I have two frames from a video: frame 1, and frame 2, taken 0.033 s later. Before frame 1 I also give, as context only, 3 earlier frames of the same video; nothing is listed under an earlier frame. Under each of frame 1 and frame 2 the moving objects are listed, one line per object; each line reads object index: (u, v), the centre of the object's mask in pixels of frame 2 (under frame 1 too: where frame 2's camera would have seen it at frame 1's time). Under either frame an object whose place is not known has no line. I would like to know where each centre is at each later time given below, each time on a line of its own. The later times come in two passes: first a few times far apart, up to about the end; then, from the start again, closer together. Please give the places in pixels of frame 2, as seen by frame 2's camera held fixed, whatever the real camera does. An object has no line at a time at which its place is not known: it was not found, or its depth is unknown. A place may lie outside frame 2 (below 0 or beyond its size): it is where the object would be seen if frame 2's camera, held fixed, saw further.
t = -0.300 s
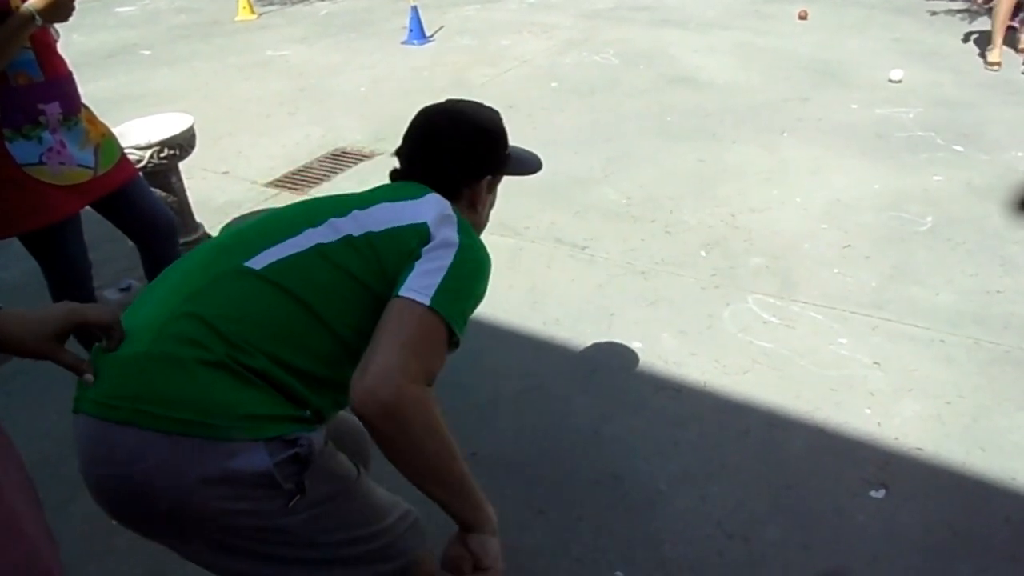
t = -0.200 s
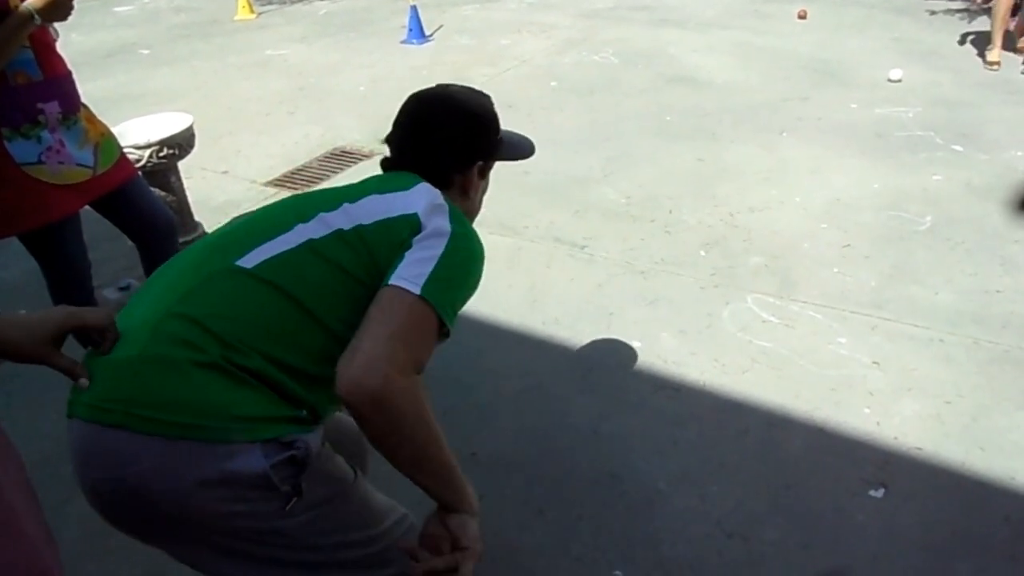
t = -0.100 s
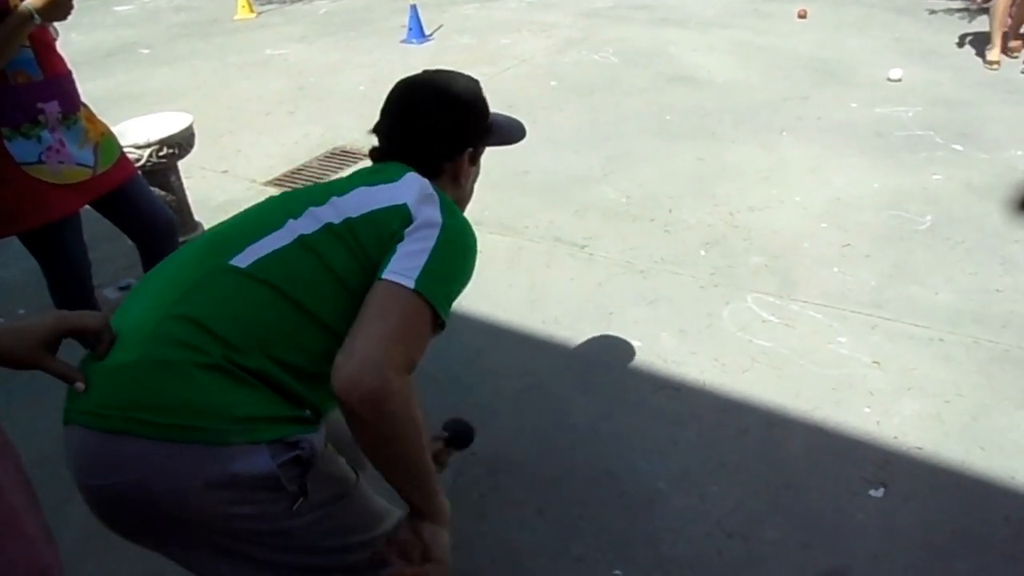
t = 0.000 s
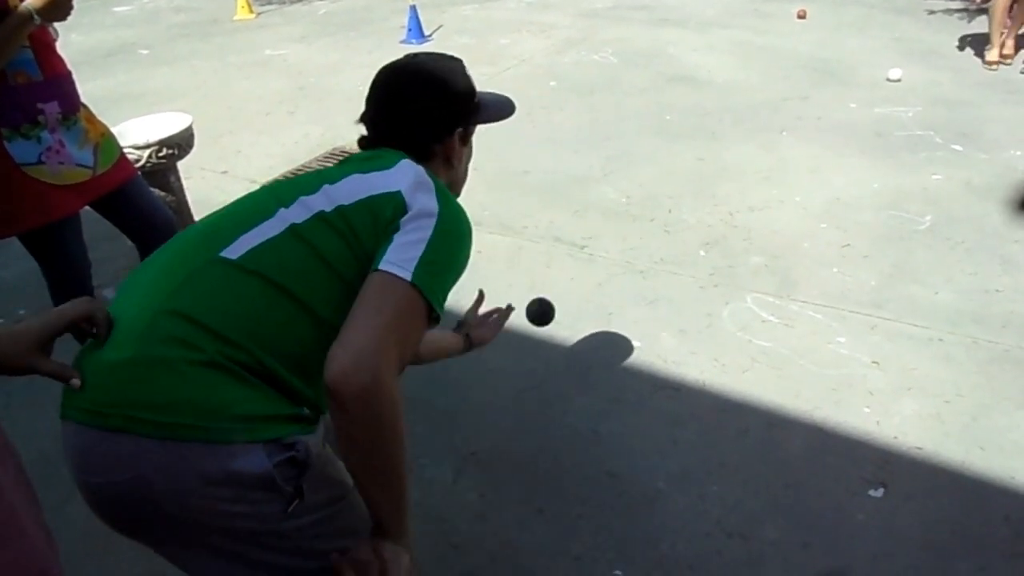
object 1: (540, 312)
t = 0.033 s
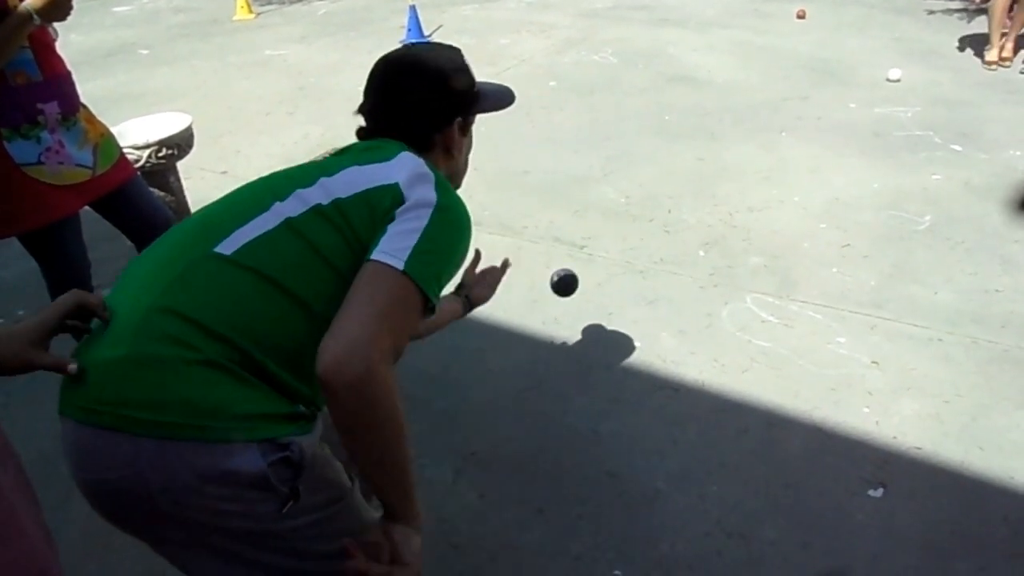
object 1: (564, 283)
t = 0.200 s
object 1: (659, 209)
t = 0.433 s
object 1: (731, 183)
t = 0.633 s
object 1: (765, 155)
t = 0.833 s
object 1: (789, 131)
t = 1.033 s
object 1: (808, 111)
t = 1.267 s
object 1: (825, 93)
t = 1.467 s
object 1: (836, 80)
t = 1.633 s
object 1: (842, 71)
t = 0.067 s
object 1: (587, 259)
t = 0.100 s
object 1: (608, 240)
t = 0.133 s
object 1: (627, 225)
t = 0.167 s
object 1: (643, 215)
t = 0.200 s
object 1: (659, 209)
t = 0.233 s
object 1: (673, 205)
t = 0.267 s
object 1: (687, 204)
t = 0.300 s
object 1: (698, 207)
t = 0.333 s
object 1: (709, 213)
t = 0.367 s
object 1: (717, 204)
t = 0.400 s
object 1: (725, 193)
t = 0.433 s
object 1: (731, 183)
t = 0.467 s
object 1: (738, 177)
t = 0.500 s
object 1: (743, 173)
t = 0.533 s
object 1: (749, 172)
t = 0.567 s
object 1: (754, 167)
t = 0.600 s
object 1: (760, 160)
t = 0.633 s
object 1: (765, 155)
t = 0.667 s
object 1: (769, 152)
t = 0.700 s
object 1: (773, 147)
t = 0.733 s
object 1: (778, 142)
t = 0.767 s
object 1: (781, 138)
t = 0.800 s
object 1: (786, 135)
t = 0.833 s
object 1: (789, 131)
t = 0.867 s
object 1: (793, 128)
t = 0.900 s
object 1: (796, 124)
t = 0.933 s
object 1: (799, 121)
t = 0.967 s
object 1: (802, 117)
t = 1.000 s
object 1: (805, 114)
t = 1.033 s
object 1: (808, 111)
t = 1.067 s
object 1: (811, 108)
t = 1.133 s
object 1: (816, 102)
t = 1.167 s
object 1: (818, 100)
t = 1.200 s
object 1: (821, 97)
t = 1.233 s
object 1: (823, 95)
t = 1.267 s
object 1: (825, 93)
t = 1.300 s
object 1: (827, 90)
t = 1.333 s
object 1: (829, 88)
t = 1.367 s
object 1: (831, 86)
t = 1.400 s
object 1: (833, 84)
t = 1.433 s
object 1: (834, 82)
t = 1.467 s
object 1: (836, 80)
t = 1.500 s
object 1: (838, 78)
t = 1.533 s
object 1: (839, 76)
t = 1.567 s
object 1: (840, 74)
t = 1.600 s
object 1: (841, 73)
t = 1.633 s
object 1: (842, 71)
